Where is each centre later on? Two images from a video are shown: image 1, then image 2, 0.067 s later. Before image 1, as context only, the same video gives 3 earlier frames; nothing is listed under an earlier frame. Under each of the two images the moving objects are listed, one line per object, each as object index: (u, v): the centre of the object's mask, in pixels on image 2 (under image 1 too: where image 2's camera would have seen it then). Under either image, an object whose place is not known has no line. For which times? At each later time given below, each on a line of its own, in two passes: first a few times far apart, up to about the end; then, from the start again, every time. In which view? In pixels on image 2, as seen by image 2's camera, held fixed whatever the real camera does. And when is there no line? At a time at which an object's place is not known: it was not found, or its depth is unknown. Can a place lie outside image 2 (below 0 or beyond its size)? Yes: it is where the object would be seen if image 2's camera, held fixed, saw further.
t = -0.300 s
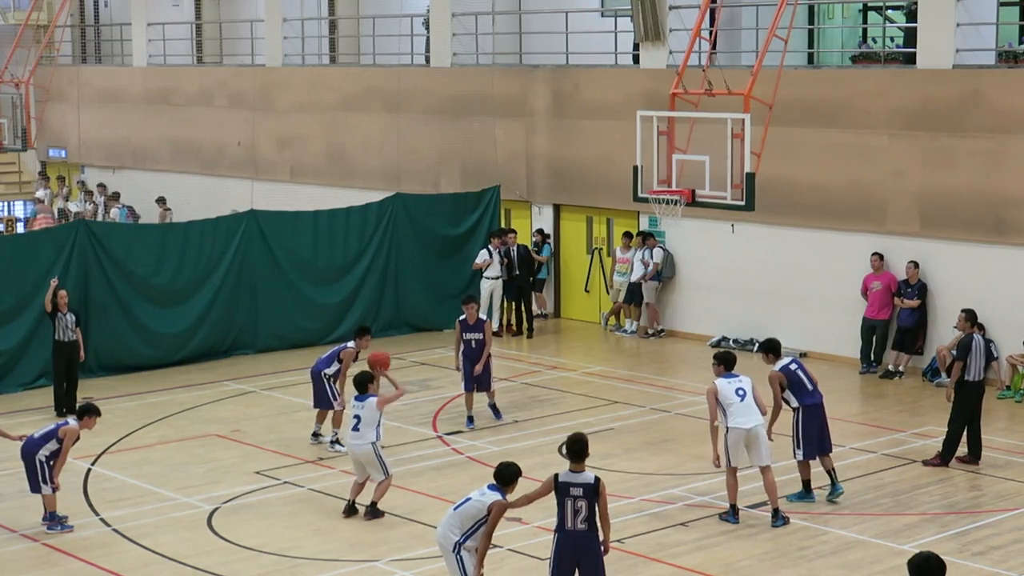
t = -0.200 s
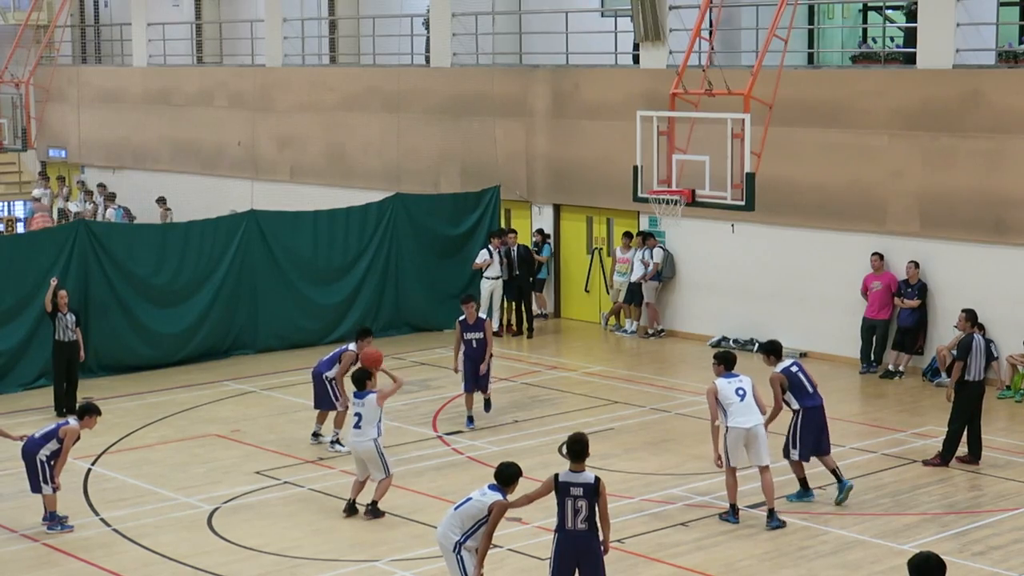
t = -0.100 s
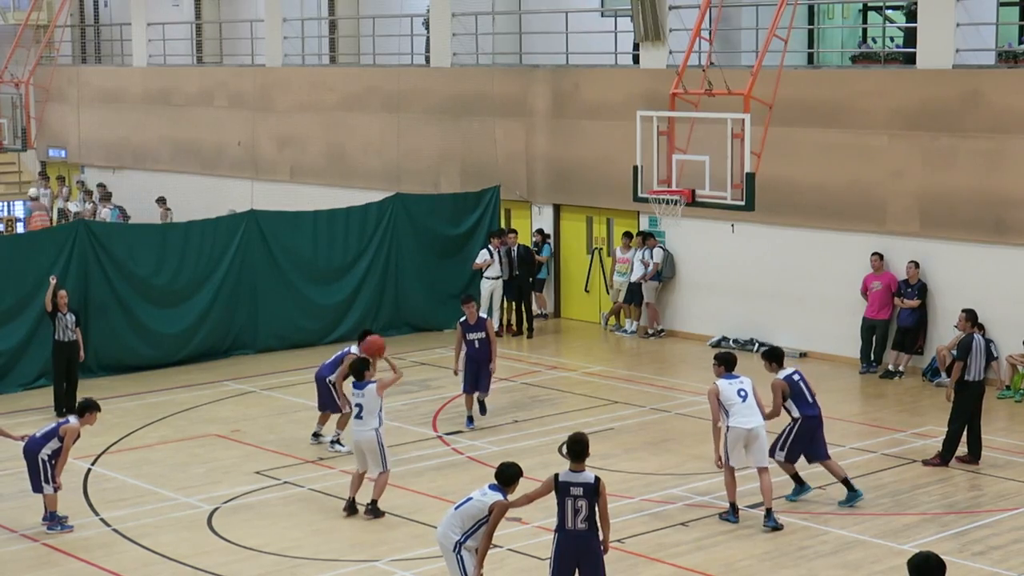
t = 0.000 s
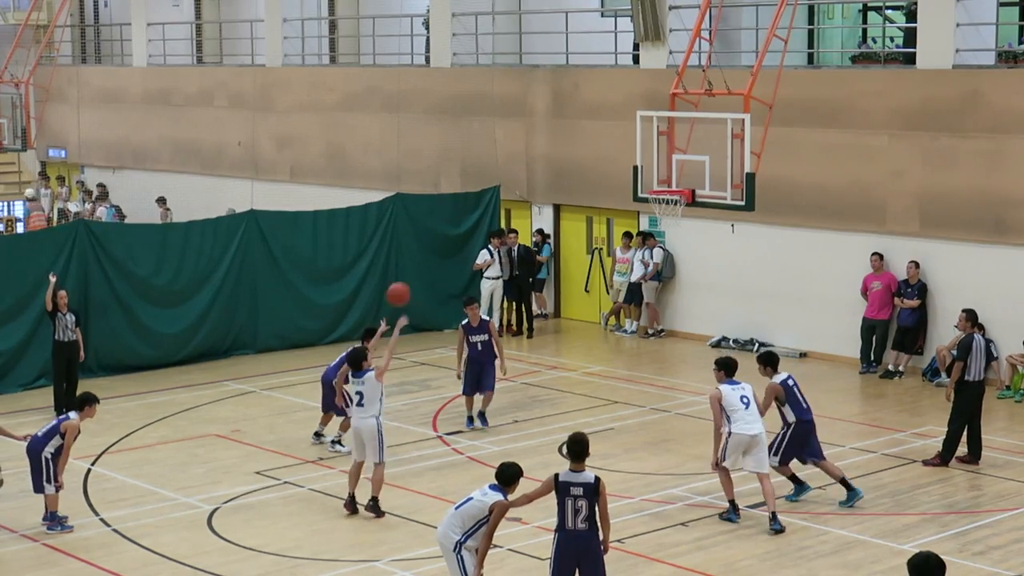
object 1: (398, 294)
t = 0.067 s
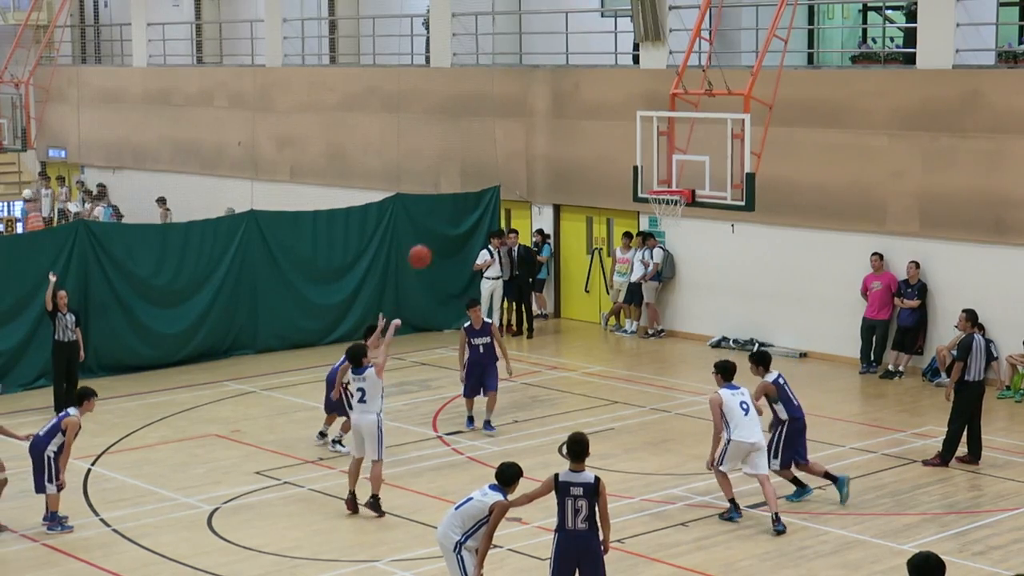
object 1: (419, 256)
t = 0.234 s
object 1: (471, 183)
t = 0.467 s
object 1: (539, 127)
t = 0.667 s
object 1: (593, 120)
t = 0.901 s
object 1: (653, 154)
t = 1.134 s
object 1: (661, 171)
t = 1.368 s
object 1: (633, 188)
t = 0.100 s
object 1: (430, 239)
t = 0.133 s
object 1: (440, 224)
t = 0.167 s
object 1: (451, 209)
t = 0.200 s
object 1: (461, 196)
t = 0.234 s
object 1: (471, 183)
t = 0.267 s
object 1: (481, 173)
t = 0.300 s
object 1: (491, 162)
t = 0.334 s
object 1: (501, 153)
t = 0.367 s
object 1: (510, 145)
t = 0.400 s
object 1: (520, 138)
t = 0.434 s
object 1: (529, 132)
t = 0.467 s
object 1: (539, 127)
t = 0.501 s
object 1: (548, 124)
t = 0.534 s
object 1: (557, 121)
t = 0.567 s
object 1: (566, 120)
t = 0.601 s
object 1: (576, 119)
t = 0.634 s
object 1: (585, 119)
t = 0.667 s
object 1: (593, 120)
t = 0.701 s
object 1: (603, 122)
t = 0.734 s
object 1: (611, 125)
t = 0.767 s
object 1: (619, 129)
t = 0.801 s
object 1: (628, 134)
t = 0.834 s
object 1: (636, 139)
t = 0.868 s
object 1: (644, 146)
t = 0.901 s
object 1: (653, 154)
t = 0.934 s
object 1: (661, 162)
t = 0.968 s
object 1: (669, 171)
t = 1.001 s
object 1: (677, 181)
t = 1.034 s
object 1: (674, 177)
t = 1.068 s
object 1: (670, 174)
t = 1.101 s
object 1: (665, 173)
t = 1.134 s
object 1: (661, 171)
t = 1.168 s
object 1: (657, 171)
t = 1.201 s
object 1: (653, 171)
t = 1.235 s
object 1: (649, 173)
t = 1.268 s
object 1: (645, 175)
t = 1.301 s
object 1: (641, 178)
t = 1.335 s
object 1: (636, 183)
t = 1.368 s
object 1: (633, 188)
